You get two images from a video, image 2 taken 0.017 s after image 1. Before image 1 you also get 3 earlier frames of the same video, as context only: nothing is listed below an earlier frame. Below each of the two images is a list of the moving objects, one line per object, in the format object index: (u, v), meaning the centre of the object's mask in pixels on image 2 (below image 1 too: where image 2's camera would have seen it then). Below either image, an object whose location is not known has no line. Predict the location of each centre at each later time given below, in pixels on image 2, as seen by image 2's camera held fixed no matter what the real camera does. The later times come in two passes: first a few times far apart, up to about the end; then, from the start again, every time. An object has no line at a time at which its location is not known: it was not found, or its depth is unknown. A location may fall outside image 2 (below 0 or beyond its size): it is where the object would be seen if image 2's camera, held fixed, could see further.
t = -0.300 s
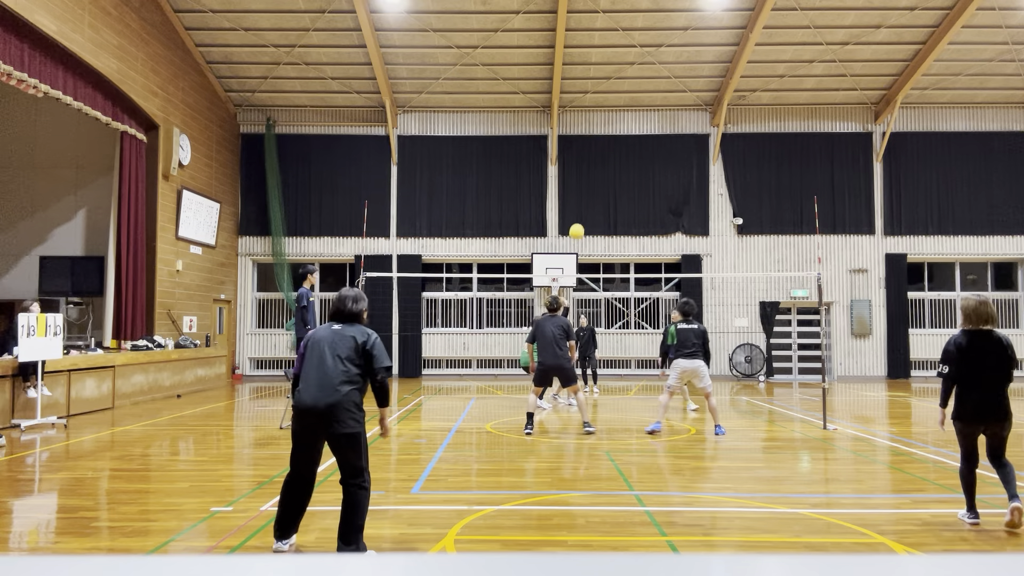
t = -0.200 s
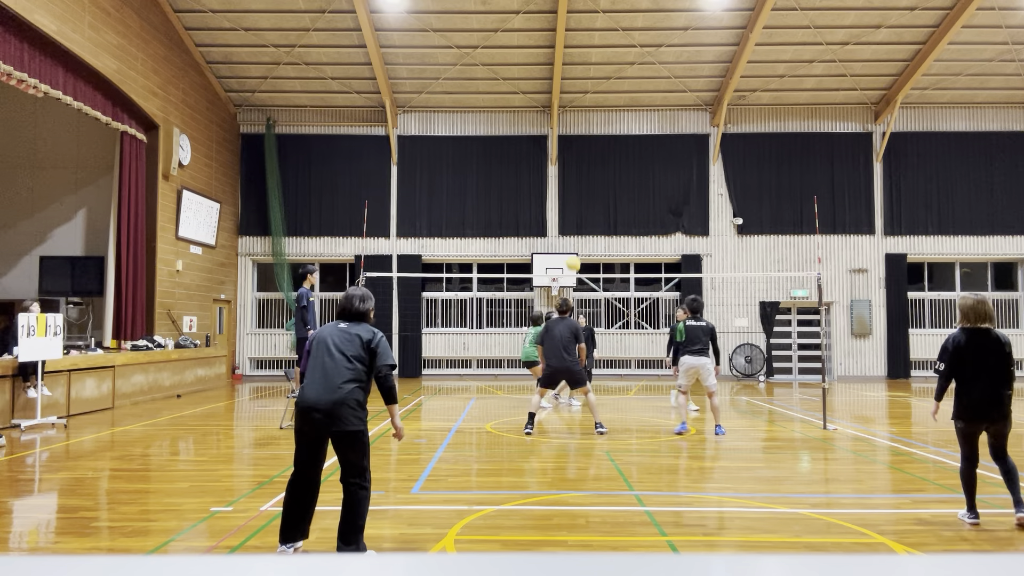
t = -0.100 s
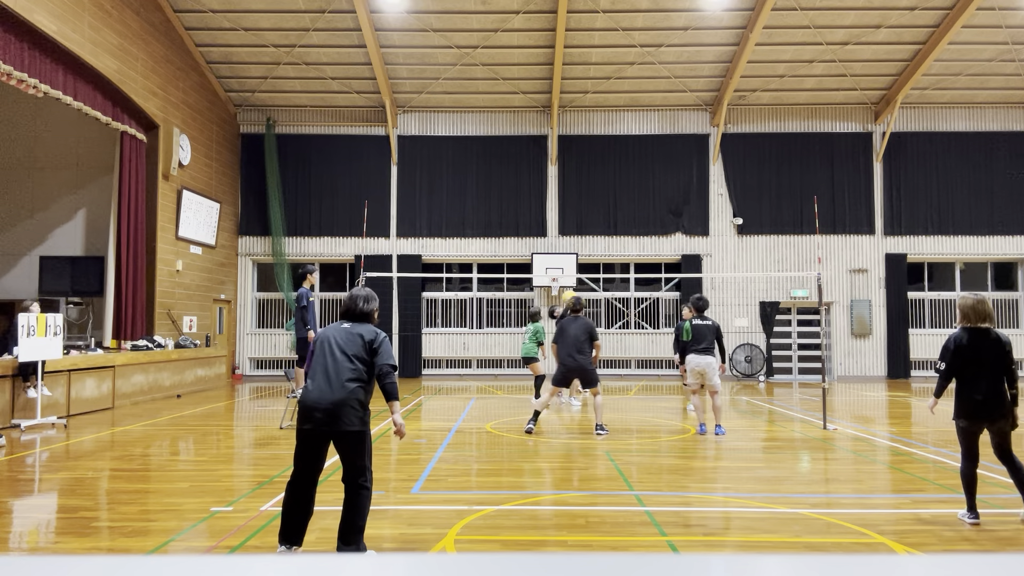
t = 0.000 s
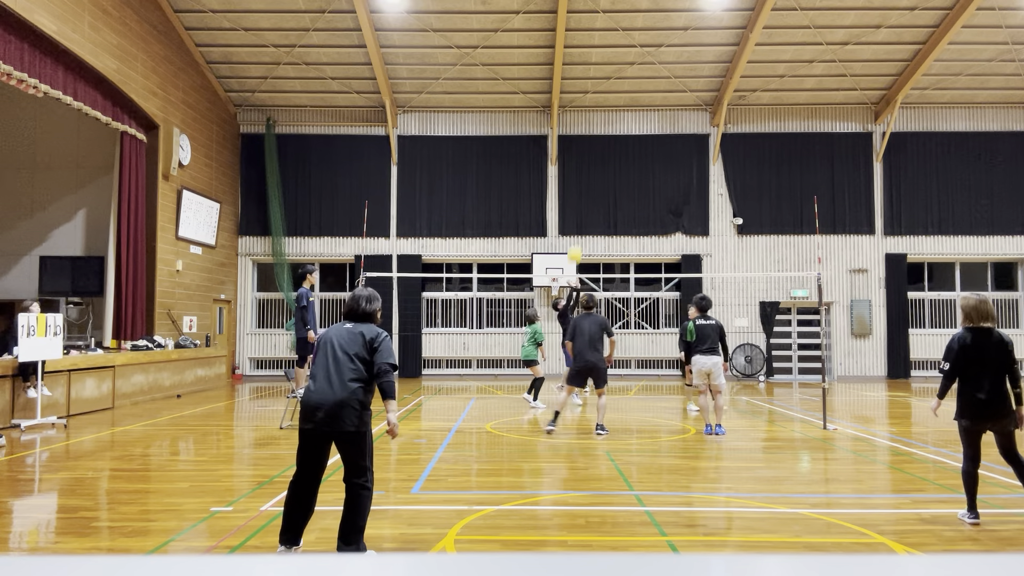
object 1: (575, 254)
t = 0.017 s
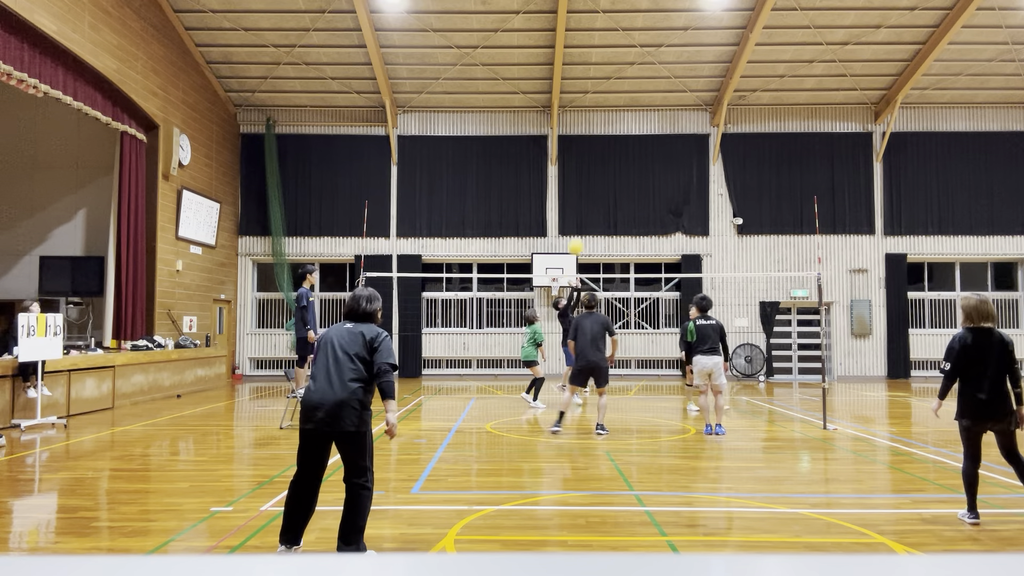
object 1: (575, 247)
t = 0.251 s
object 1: (596, 151)
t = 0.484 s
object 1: (614, 89)
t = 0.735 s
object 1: (632, 58)
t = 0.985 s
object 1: (649, 65)
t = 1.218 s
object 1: (665, 105)
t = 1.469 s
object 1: (680, 183)
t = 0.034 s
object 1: (577, 238)
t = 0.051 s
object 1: (578, 230)
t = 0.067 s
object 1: (580, 224)
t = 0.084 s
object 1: (581, 216)
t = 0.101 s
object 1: (582, 209)
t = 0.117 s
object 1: (584, 202)
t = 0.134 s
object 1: (585, 195)
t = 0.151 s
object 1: (587, 188)
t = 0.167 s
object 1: (588, 182)
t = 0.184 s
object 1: (590, 175)
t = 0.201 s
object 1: (591, 169)
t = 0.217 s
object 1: (593, 163)
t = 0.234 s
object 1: (594, 157)
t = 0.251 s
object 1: (596, 151)
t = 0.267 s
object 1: (597, 145)
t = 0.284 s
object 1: (598, 140)
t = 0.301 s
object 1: (600, 135)
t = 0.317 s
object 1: (601, 130)
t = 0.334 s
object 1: (602, 124)
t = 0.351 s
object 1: (604, 120)
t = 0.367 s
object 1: (605, 115)
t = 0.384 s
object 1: (606, 111)
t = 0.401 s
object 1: (607, 107)
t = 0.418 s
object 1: (609, 103)
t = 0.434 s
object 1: (610, 99)
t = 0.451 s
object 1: (611, 95)
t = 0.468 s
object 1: (612, 92)
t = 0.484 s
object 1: (614, 89)
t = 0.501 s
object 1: (615, 85)
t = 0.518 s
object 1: (616, 82)
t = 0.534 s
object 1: (617, 80)
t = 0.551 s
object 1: (618, 77)
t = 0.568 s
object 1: (620, 74)
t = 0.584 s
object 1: (621, 72)
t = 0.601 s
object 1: (622, 70)
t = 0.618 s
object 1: (623, 68)
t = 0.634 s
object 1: (624, 66)
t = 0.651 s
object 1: (626, 64)
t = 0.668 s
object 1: (627, 63)
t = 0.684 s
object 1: (628, 61)
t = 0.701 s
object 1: (629, 60)
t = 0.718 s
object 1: (630, 59)
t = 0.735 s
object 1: (632, 58)
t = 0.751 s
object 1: (633, 58)
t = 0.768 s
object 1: (634, 57)
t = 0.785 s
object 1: (635, 57)
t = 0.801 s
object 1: (636, 57)
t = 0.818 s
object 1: (637, 57)
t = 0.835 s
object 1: (639, 57)
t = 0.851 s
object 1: (640, 57)
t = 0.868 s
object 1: (641, 57)
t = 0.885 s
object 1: (642, 58)
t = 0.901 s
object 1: (643, 59)
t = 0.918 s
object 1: (644, 60)
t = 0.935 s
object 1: (646, 61)
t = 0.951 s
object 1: (647, 62)
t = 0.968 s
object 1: (648, 63)
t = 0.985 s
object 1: (649, 65)
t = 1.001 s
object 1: (650, 67)
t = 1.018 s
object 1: (651, 69)
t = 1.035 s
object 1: (653, 71)
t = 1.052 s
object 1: (654, 73)
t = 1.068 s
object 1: (655, 76)
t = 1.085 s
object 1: (656, 78)
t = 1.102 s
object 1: (657, 81)
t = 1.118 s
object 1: (658, 84)
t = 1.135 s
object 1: (659, 87)
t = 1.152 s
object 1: (661, 91)
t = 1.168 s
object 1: (661, 94)
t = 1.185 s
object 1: (663, 98)
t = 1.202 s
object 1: (664, 101)
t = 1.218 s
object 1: (665, 105)
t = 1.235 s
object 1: (666, 109)
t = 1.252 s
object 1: (667, 113)
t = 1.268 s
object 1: (668, 118)
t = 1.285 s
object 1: (669, 122)
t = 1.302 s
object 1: (670, 128)
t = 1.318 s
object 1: (671, 133)
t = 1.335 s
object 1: (672, 138)
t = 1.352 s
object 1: (673, 143)
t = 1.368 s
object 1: (674, 148)
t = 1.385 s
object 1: (675, 153)
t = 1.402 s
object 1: (676, 159)
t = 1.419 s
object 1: (677, 165)
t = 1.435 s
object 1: (678, 171)
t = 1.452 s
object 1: (679, 177)
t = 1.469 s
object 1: (680, 183)
